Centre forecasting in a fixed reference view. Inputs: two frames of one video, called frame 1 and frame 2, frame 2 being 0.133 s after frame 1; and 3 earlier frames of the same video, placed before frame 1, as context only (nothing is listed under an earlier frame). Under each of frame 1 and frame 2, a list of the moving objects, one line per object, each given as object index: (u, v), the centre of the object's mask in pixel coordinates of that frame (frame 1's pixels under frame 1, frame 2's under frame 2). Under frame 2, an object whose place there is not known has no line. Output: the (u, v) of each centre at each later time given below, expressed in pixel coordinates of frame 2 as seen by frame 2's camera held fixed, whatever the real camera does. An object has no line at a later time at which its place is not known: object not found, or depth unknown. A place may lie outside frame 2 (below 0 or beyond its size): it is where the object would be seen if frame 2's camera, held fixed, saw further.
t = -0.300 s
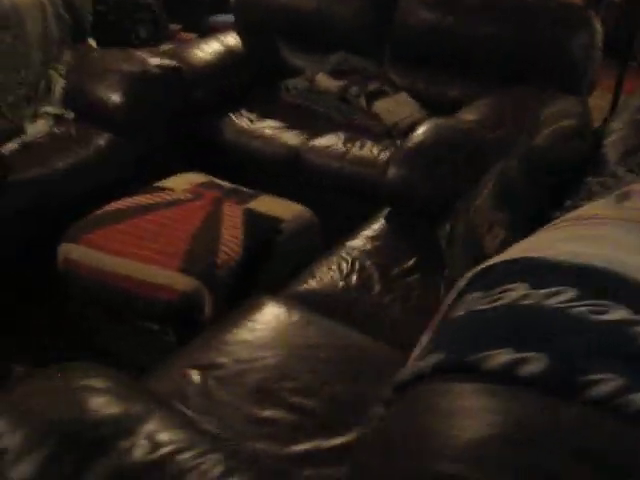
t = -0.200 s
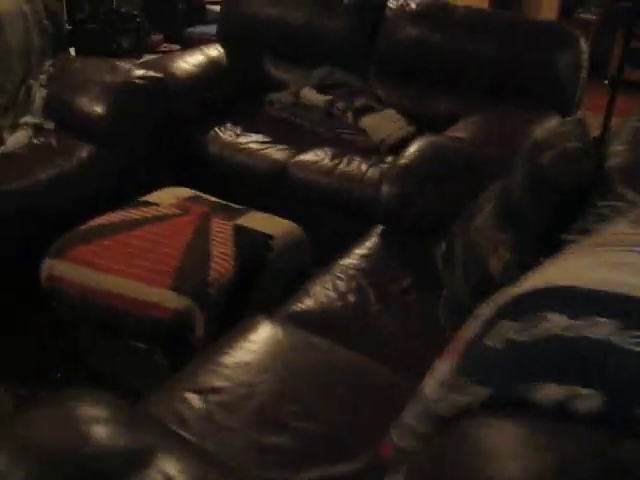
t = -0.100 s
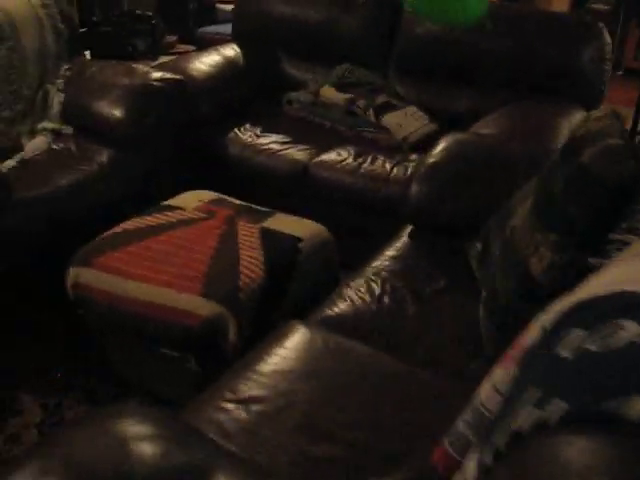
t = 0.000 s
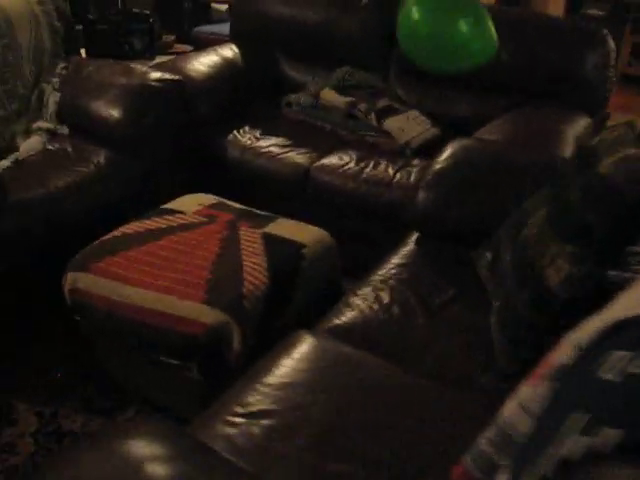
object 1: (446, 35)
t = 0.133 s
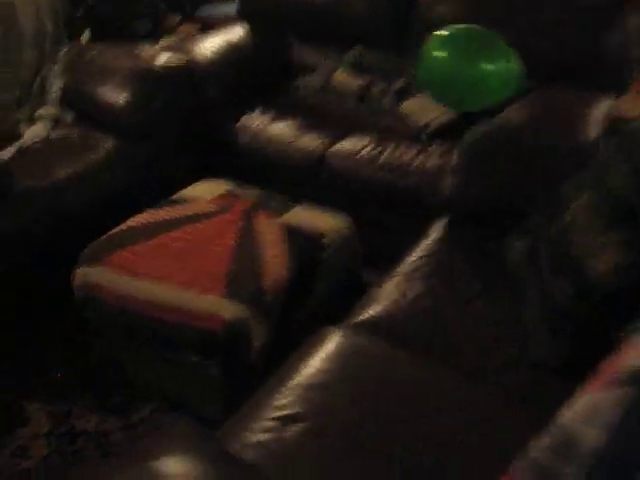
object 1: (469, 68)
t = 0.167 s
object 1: (468, 82)
